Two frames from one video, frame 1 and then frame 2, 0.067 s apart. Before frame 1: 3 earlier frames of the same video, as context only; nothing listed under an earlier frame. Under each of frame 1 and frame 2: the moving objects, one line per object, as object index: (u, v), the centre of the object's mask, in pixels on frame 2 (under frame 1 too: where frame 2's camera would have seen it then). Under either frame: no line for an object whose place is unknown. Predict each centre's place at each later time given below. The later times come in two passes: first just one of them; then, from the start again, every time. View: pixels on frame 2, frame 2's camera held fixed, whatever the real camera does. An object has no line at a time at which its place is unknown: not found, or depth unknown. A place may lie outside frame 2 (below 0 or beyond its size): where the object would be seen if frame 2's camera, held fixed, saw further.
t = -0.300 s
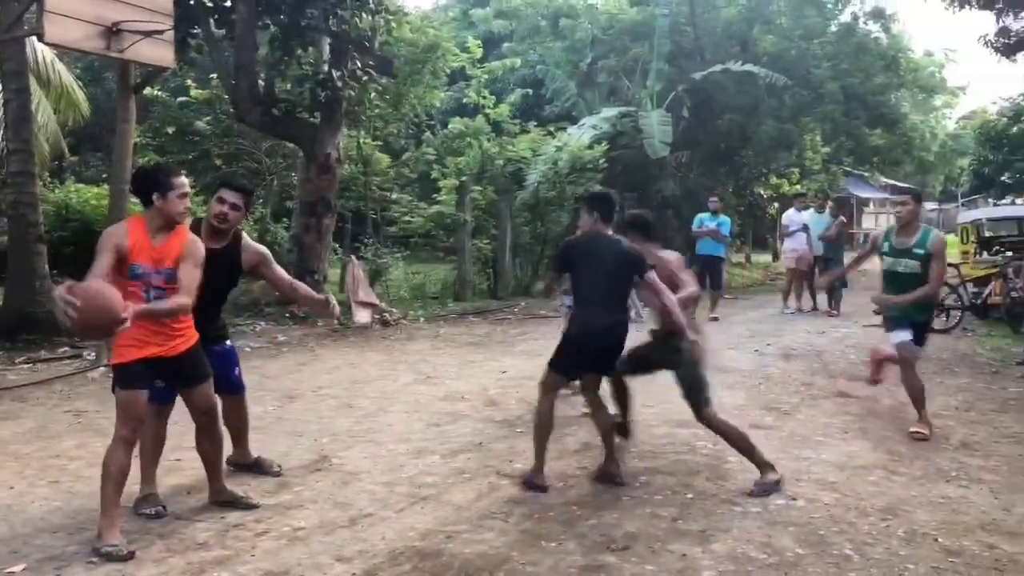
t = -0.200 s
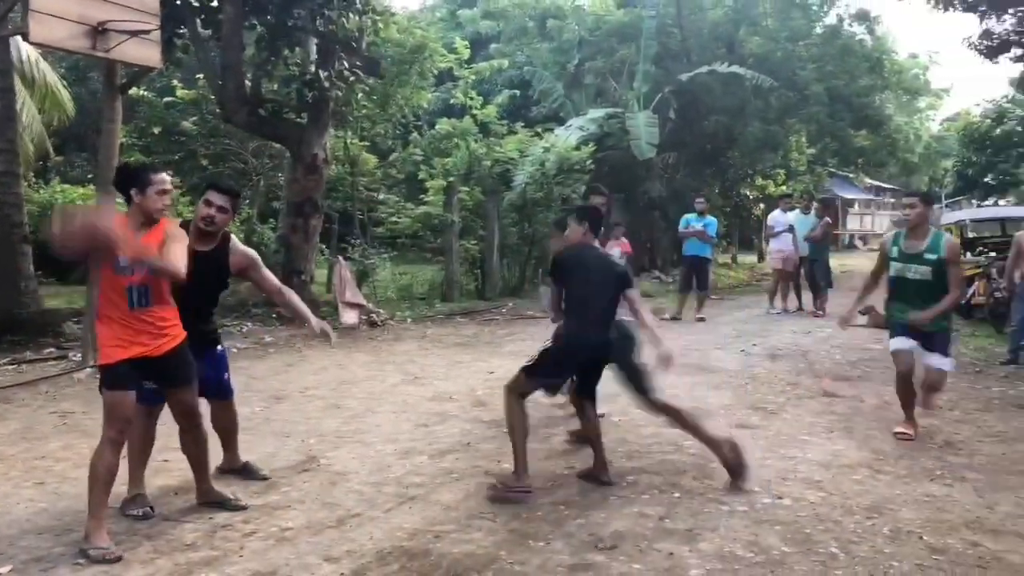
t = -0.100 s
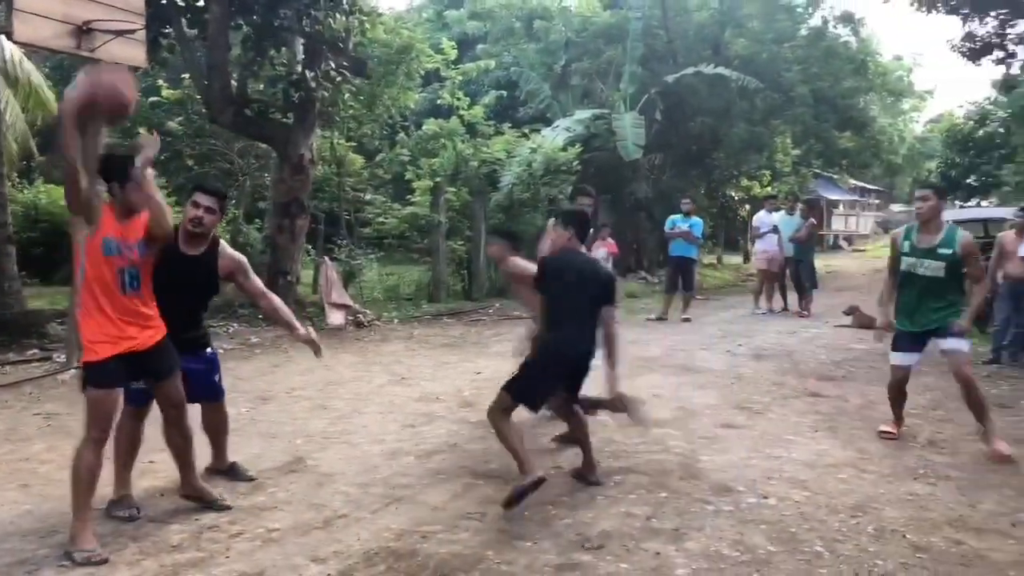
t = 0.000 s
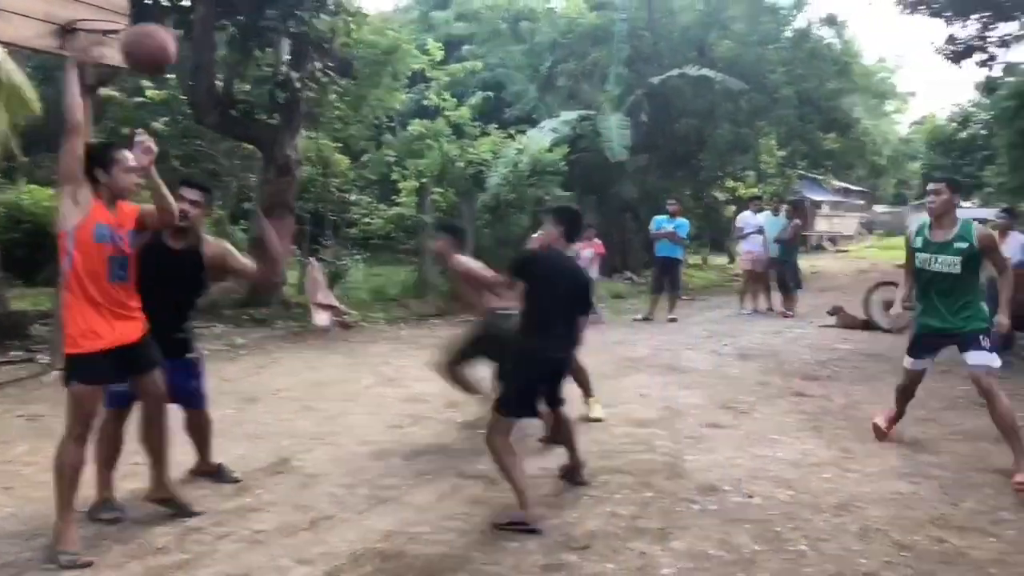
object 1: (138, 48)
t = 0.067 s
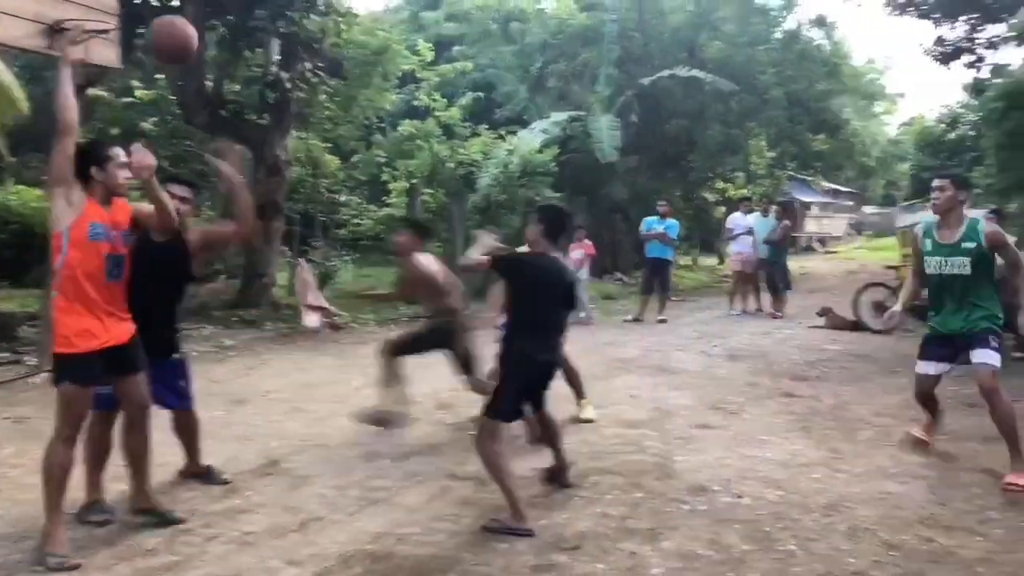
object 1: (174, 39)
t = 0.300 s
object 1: (261, 68)
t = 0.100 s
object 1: (189, 39)
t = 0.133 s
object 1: (202, 39)
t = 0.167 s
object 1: (216, 42)
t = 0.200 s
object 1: (227, 47)
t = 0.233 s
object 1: (240, 52)
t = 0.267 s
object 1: (251, 60)
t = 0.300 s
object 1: (261, 68)
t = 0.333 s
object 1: (272, 79)
